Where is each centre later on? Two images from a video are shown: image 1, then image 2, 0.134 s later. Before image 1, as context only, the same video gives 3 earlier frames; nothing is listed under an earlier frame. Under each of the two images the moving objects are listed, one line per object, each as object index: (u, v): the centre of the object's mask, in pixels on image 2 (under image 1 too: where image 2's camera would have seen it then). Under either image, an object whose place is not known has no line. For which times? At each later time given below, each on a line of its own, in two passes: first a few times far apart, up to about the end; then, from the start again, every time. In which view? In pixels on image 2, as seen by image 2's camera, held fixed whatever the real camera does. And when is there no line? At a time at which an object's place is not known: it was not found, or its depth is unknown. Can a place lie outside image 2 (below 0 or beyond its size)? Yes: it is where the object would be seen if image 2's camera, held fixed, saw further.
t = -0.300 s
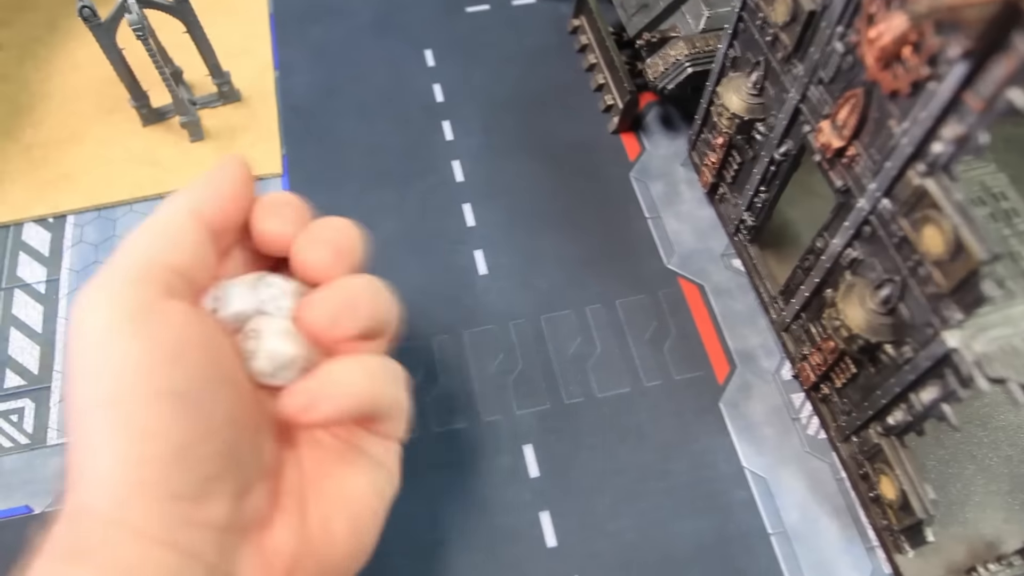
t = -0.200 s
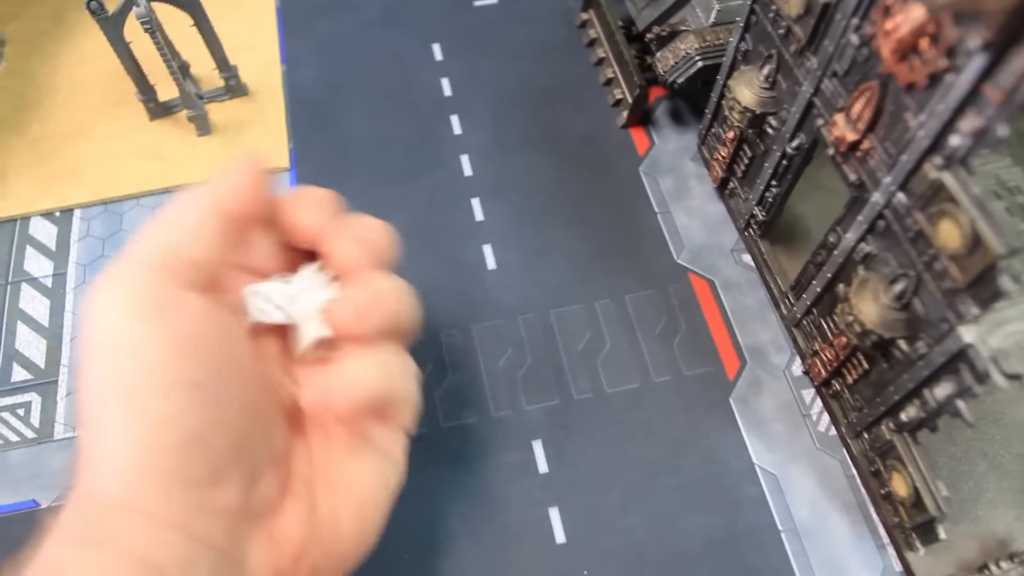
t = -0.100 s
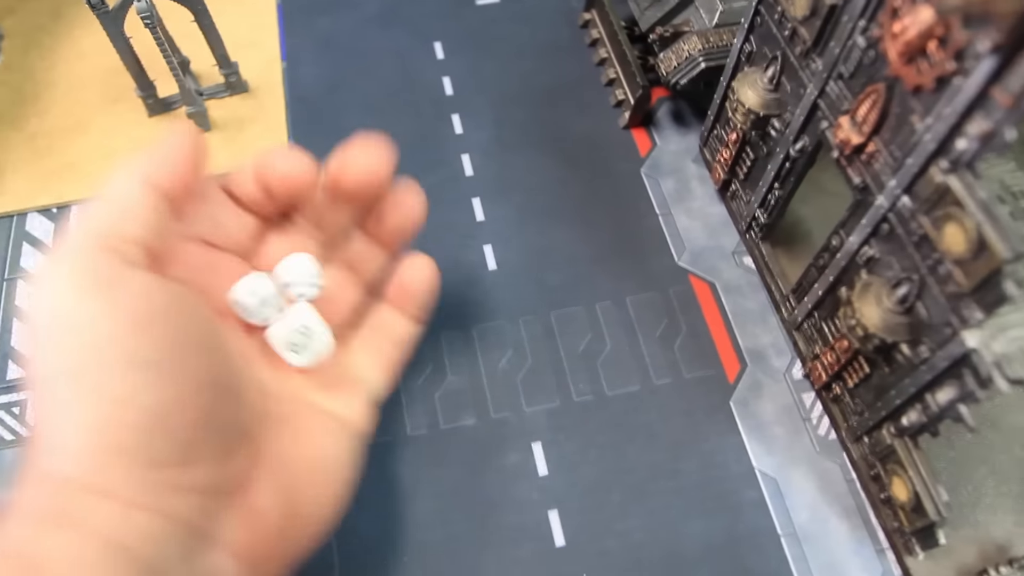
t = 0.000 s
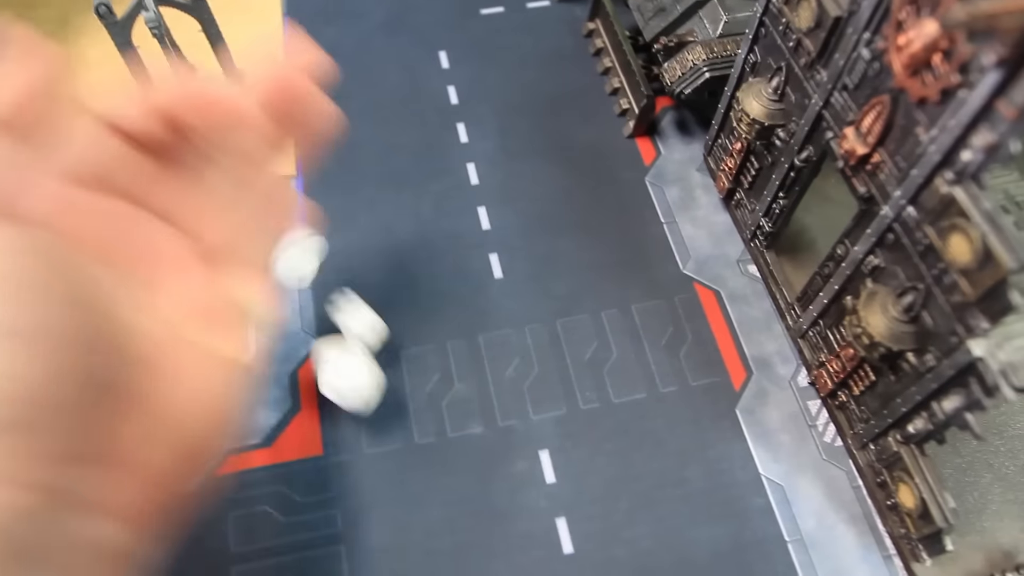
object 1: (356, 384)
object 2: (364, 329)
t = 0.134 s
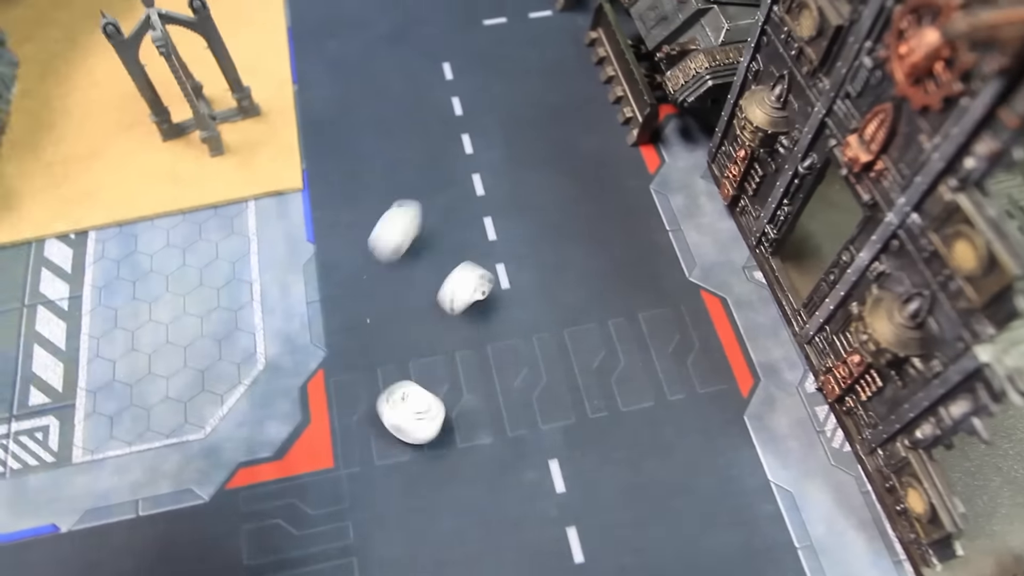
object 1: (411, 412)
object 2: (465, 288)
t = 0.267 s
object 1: (418, 412)
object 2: (517, 242)
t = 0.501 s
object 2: (525, 202)
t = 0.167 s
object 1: (416, 416)
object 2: (485, 272)
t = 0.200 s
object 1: (419, 417)
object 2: (499, 261)
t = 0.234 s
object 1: (420, 416)
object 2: (509, 250)
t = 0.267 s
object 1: (418, 412)
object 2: (517, 242)
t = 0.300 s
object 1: (417, 410)
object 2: (521, 233)
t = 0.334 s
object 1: (415, 406)
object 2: (525, 226)
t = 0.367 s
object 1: (417, 404)
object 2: (528, 220)
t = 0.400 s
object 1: (417, 403)
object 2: (529, 214)
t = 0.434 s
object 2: (528, 209)
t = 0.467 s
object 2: (528, 206)
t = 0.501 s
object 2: (525, 202)
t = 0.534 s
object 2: (523, 200)
